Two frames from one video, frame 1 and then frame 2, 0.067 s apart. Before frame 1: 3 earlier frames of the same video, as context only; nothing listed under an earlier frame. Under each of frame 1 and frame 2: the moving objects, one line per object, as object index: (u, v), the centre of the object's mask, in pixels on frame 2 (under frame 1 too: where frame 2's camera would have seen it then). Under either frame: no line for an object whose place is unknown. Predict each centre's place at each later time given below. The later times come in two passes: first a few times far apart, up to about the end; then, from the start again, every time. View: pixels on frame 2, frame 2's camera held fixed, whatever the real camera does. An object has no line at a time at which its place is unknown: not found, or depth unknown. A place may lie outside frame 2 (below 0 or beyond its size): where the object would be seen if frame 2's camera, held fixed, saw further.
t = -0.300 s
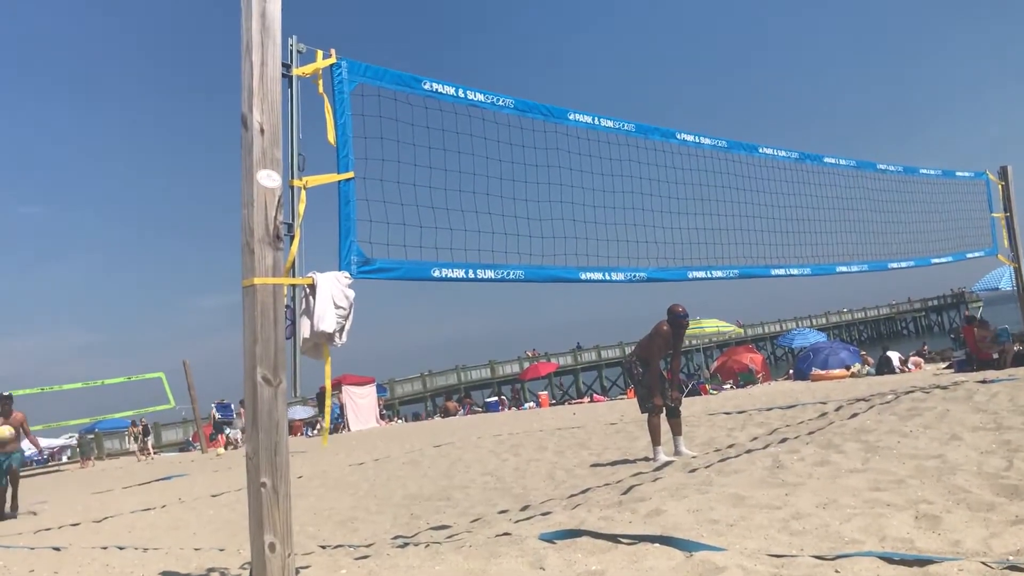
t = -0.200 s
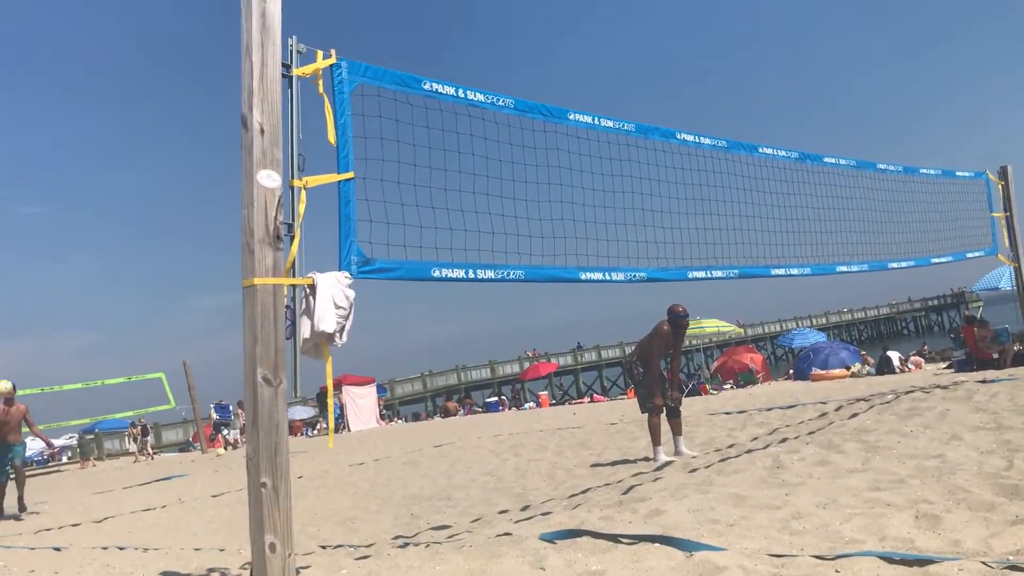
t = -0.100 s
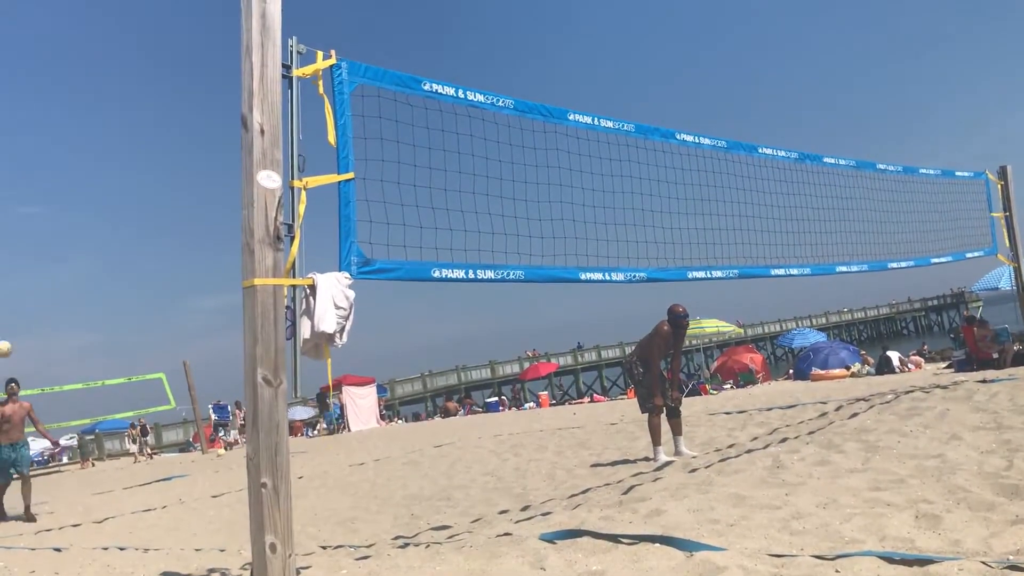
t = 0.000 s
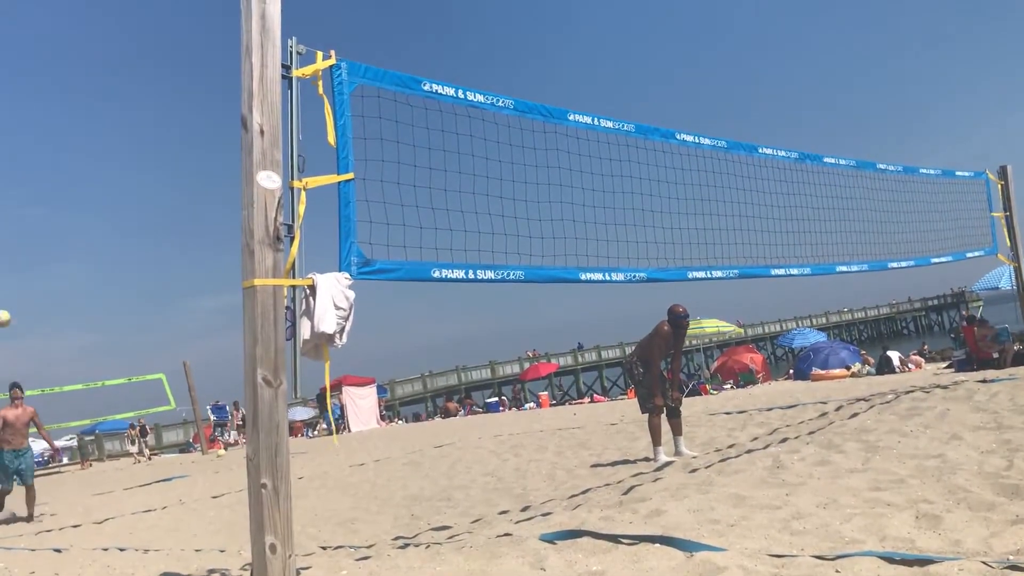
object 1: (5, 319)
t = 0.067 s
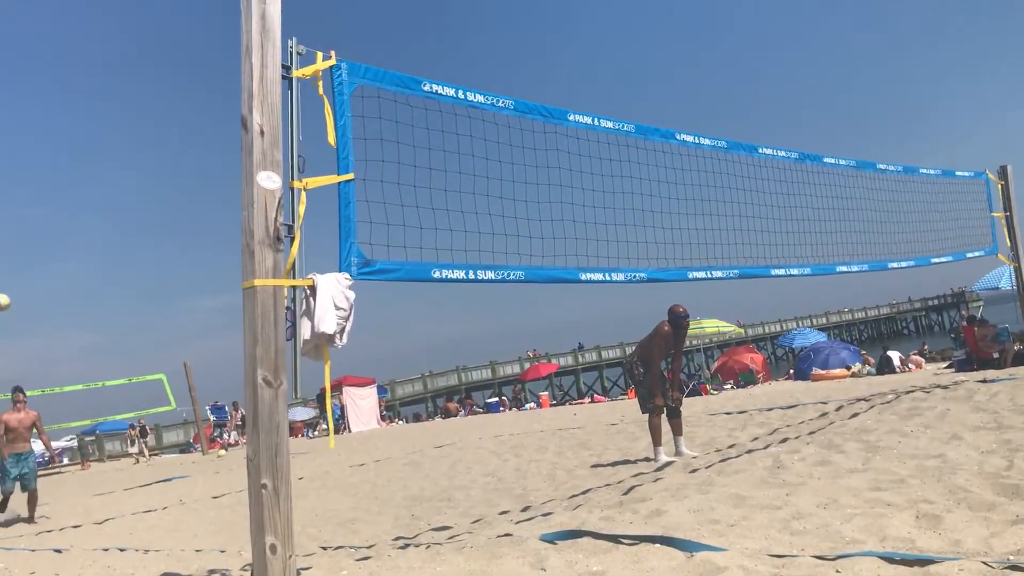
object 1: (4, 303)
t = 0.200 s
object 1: (4, 280)
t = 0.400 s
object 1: (3, 272)
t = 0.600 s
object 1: (7, 296)
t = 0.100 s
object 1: (4, 295)
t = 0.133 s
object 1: (4, 289)
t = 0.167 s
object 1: (4, 284)
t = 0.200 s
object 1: (4, 280)
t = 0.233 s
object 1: (3, 276)
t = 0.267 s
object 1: (3, 274)
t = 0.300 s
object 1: (3, 272)
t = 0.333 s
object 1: (3, 272)
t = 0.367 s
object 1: (3, 271)
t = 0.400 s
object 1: (3, 272)
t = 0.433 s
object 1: (3, 273)
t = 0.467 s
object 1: (3, 276)
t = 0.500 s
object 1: (3, 280)
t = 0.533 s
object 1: (5, 284)
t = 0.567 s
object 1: (6, 289)
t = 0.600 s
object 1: (7, 296)
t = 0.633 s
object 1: (7, 303)
